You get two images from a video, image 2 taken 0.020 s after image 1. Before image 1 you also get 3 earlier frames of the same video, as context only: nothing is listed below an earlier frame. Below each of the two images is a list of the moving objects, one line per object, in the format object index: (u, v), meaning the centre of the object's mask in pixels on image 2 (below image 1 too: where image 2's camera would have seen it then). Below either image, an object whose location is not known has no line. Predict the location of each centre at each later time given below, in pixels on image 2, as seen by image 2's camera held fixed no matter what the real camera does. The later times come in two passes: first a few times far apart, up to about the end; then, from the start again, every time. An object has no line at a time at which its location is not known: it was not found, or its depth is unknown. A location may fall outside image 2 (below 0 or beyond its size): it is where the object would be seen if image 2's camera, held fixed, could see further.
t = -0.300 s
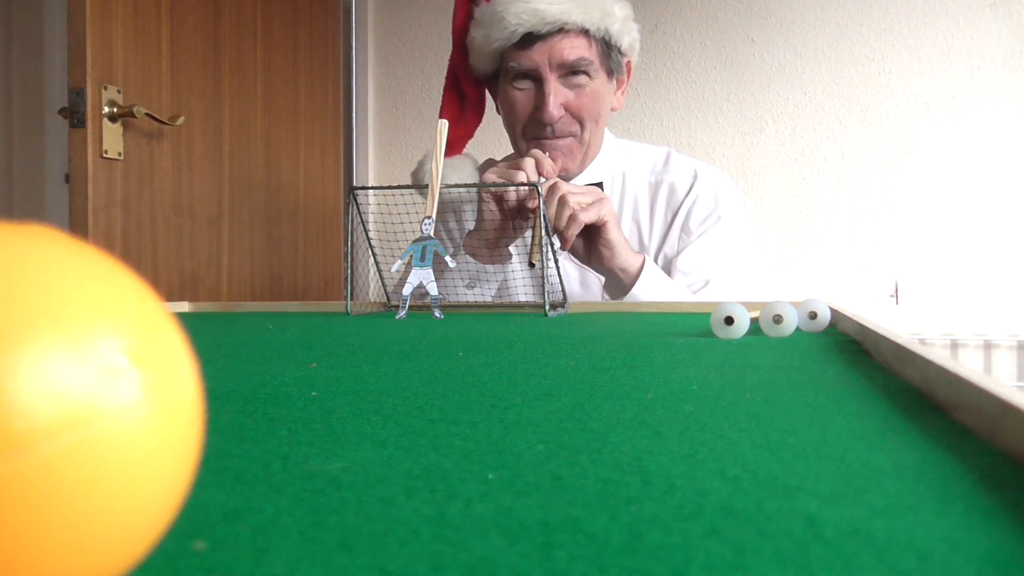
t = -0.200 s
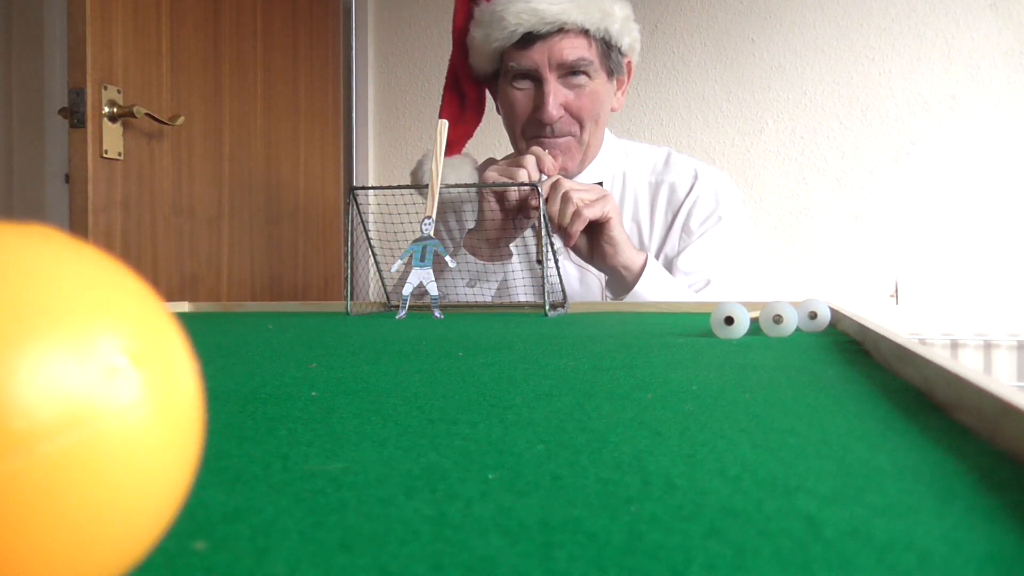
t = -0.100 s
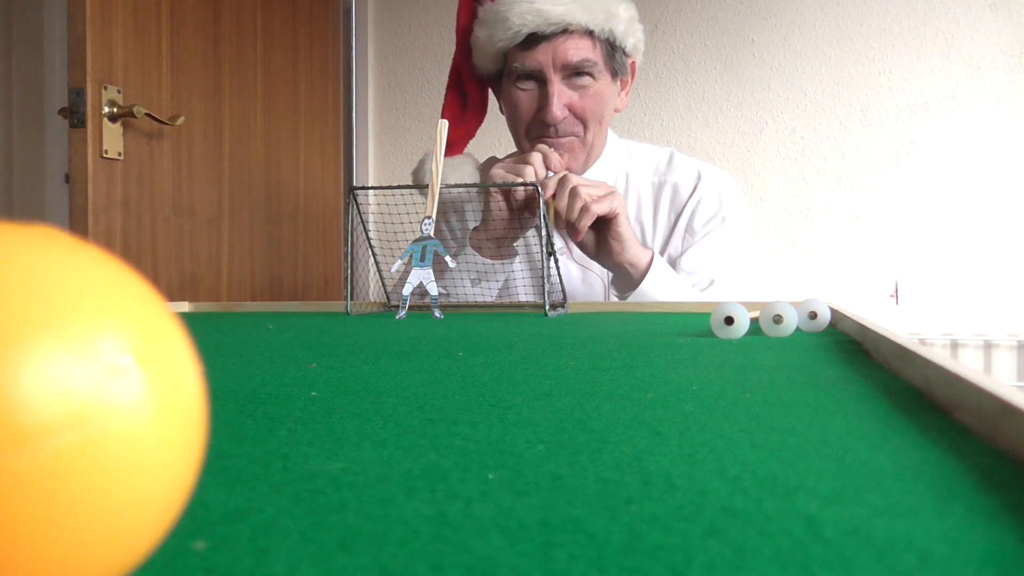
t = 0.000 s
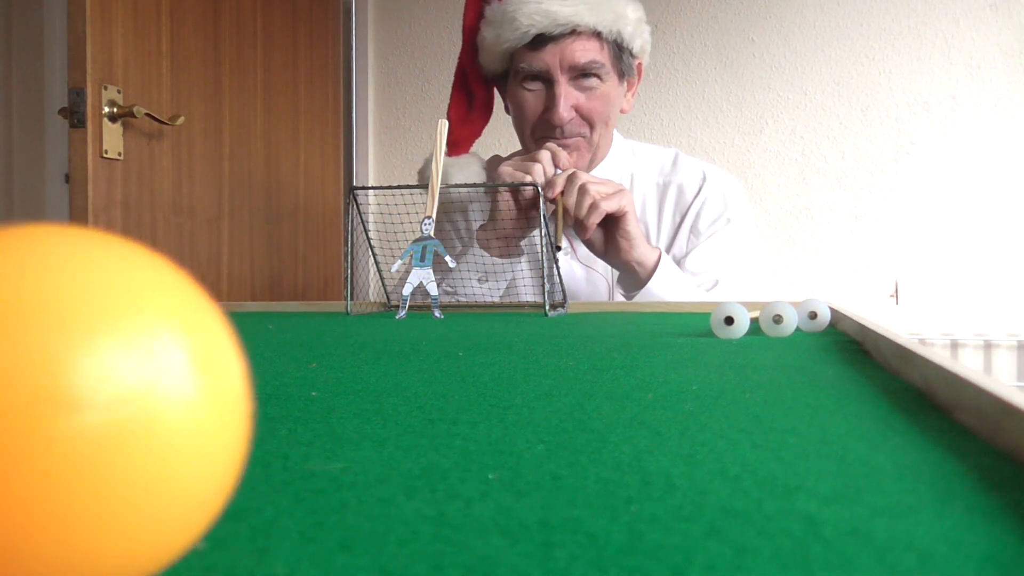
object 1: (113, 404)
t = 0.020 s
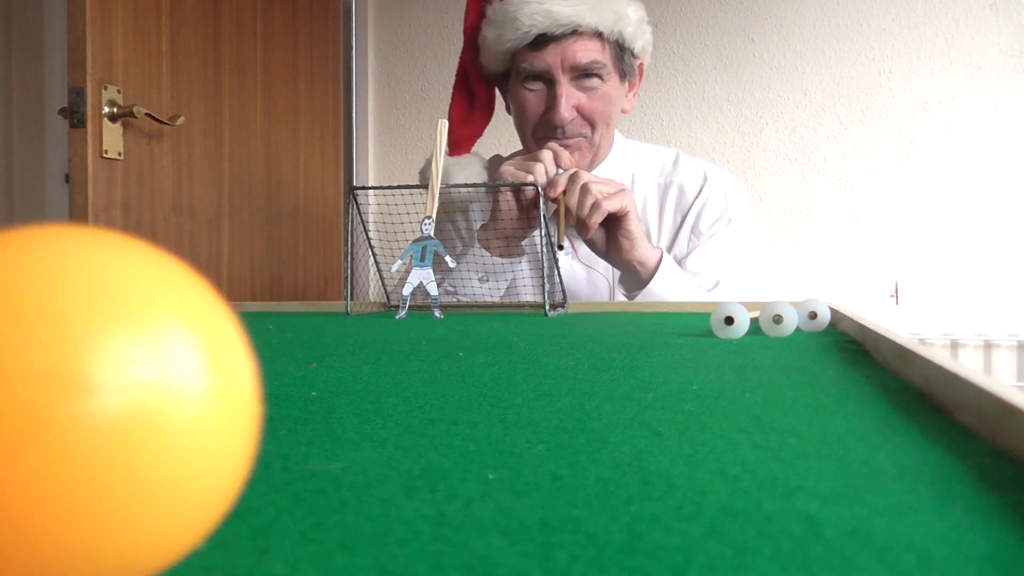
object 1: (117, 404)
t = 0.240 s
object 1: (215, 366)
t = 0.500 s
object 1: (368, 325)
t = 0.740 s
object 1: (415, 310)
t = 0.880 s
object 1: (424, 305)
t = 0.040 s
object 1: (120, 403)
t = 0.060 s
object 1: (122, 403)
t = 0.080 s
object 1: (123, 401)
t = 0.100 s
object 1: (124, 398)
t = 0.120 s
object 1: (127, 394)
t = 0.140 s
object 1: (133, 389)
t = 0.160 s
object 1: (142, 386)
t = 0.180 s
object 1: (157, 380)
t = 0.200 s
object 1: (177, 375)
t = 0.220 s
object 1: (196, 370)
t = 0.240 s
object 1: (215, 366)
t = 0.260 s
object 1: (233, 362)
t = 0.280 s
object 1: (250, 357)
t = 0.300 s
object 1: (266, 353)
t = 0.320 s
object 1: (281, 348)
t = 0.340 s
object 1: (296, 345)
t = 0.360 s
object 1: (308, 342)
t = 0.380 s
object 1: (320, 340)
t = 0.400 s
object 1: (331, 336)
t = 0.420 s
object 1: (340, 334)
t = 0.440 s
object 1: (348, 331)
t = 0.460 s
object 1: (356, 329)
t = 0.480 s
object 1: (362, 327)
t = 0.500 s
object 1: (368, 325)
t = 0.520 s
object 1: (374, 323)
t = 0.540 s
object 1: (380, 321)
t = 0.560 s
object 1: (385, 320)
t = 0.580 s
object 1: (390, 319)
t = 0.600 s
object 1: (394, 318)
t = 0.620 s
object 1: (398, 316)
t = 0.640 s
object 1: (401, 315)
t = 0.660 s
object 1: (405, 314)
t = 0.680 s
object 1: (407, 313)
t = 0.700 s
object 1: (410, 312)
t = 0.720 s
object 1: (413, 311)
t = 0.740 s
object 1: (415, 310)
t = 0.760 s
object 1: (417, 309)
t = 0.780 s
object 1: (418, 308)
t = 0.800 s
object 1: (420, 307)
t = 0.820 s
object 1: (421, 306)
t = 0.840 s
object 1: (423, 306)
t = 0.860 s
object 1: (423, 305)
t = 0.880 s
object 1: (424, 305)
